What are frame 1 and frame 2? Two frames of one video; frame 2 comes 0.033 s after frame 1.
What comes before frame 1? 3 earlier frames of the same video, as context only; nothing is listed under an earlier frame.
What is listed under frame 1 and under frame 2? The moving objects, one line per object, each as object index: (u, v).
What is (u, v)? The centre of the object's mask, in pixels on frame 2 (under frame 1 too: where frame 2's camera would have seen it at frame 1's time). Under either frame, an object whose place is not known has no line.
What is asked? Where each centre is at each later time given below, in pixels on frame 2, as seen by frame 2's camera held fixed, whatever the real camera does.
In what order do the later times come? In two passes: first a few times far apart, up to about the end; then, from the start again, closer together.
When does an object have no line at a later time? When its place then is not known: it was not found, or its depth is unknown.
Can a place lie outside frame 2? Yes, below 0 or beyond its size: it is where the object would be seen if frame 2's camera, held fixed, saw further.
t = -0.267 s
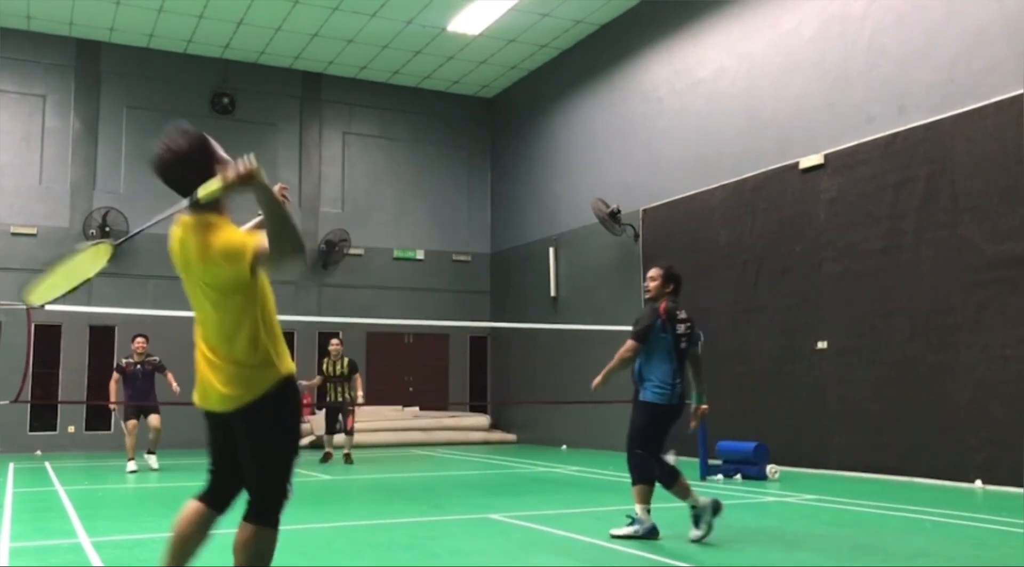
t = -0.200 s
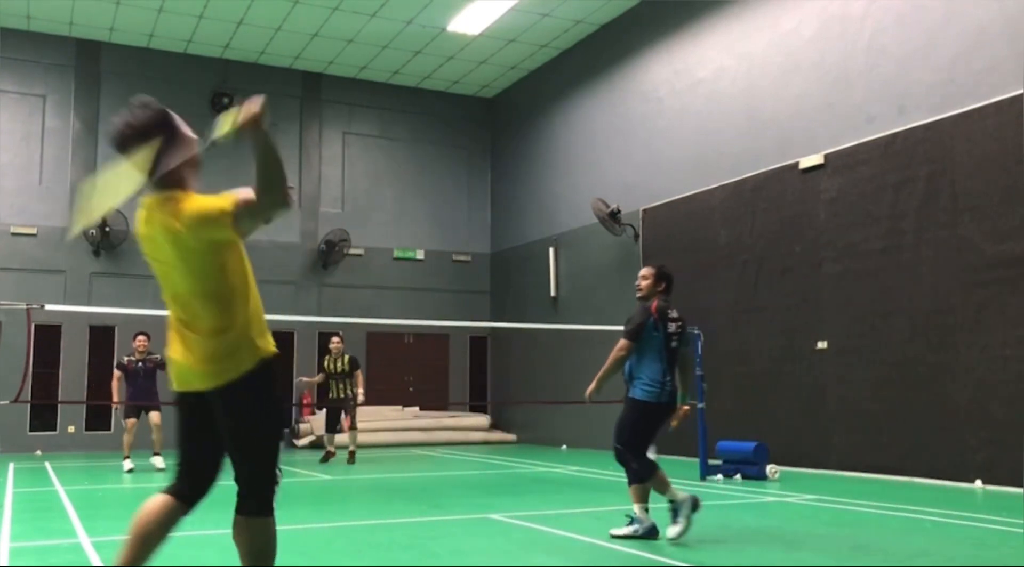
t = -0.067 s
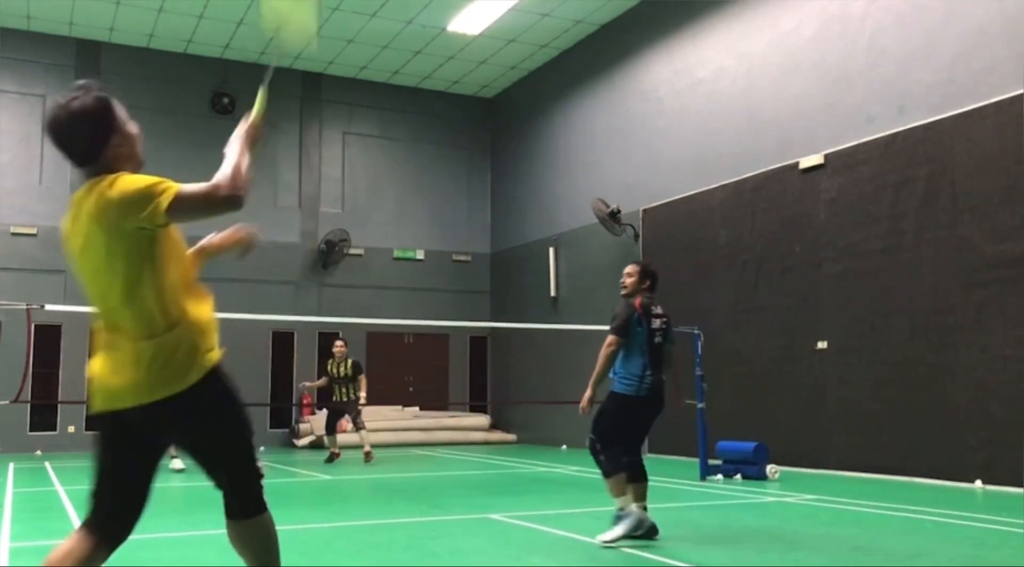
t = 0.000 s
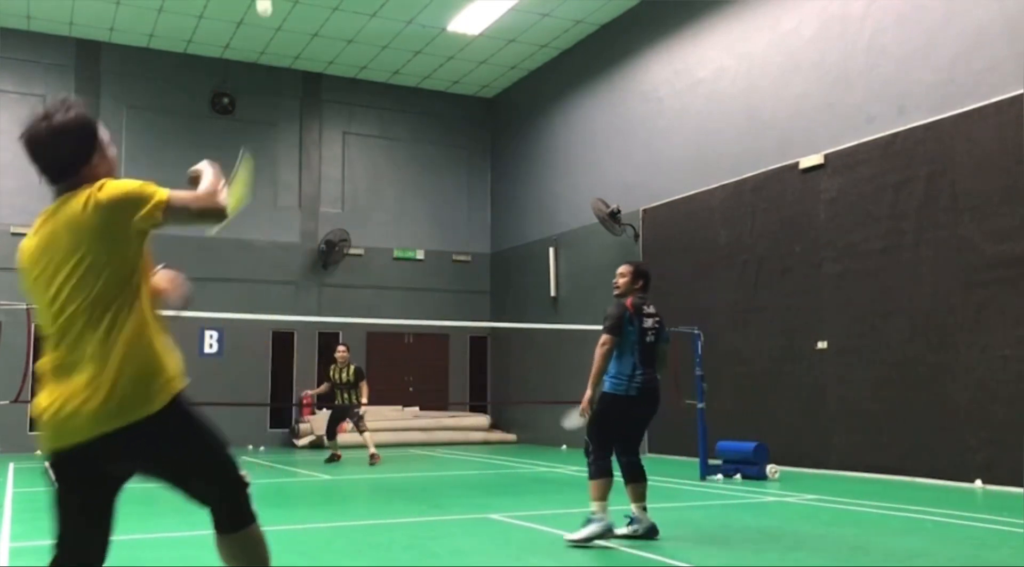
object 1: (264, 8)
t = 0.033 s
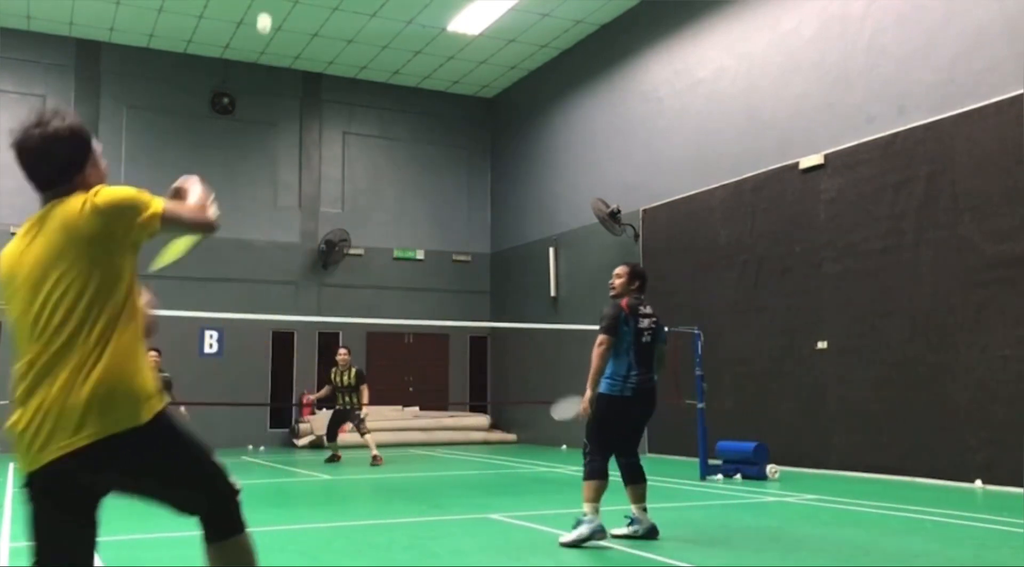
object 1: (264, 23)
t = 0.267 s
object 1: (257, 110)
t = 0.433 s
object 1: (256, 168)
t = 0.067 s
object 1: (261, 38)
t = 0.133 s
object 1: (259, 64)
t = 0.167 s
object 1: (258, 76)
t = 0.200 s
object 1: (258, 87)
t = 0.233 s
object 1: (257, 98)
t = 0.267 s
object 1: (257, 110)
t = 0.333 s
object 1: (257, 133)
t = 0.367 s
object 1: (256, 144)
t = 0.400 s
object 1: (256, 156)
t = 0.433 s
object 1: (256, 168)
